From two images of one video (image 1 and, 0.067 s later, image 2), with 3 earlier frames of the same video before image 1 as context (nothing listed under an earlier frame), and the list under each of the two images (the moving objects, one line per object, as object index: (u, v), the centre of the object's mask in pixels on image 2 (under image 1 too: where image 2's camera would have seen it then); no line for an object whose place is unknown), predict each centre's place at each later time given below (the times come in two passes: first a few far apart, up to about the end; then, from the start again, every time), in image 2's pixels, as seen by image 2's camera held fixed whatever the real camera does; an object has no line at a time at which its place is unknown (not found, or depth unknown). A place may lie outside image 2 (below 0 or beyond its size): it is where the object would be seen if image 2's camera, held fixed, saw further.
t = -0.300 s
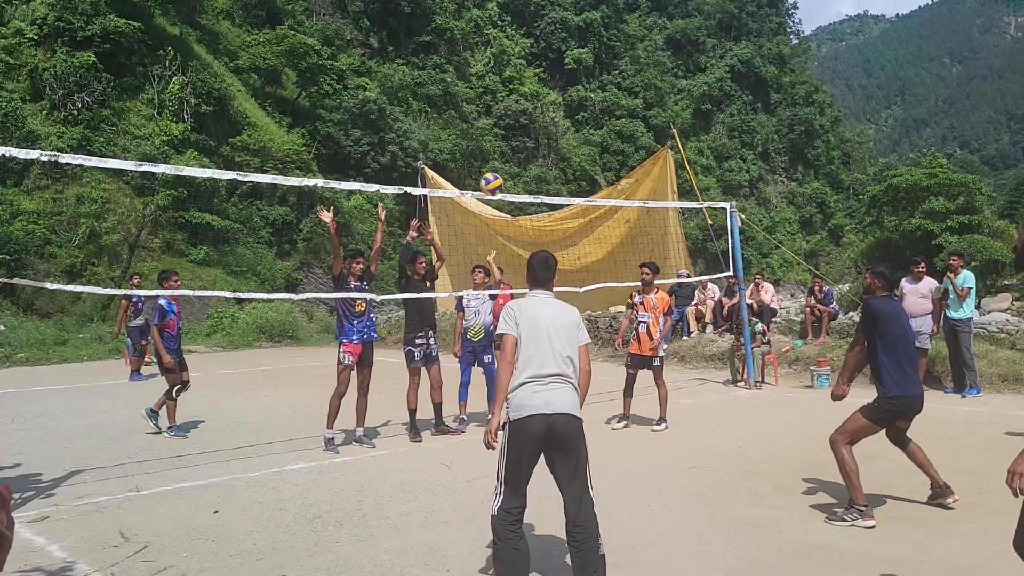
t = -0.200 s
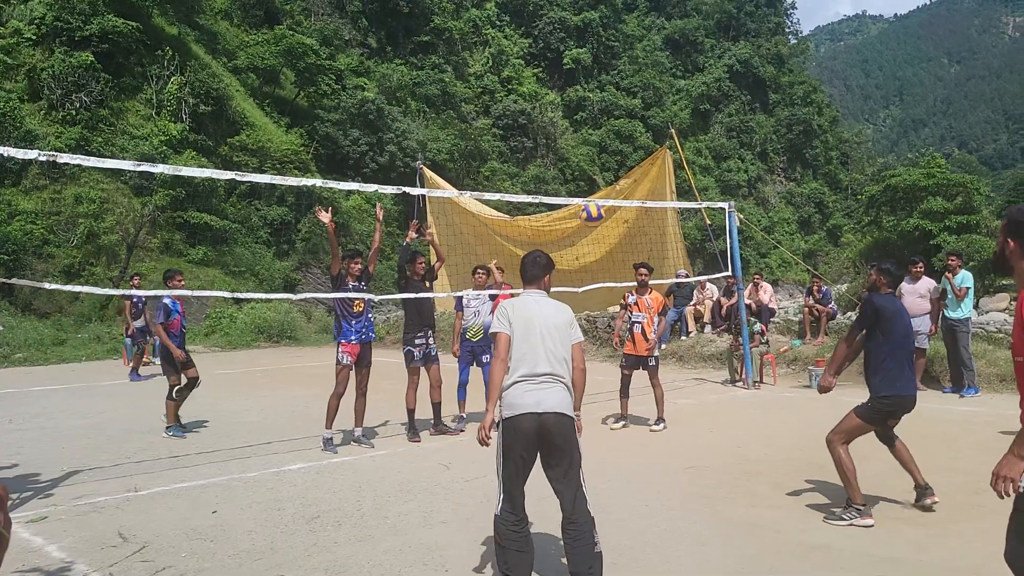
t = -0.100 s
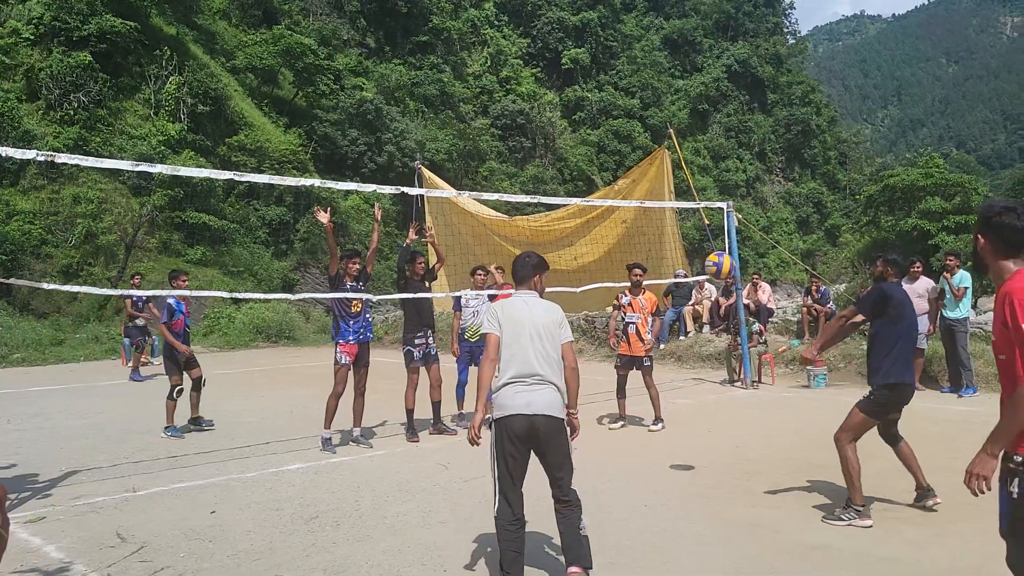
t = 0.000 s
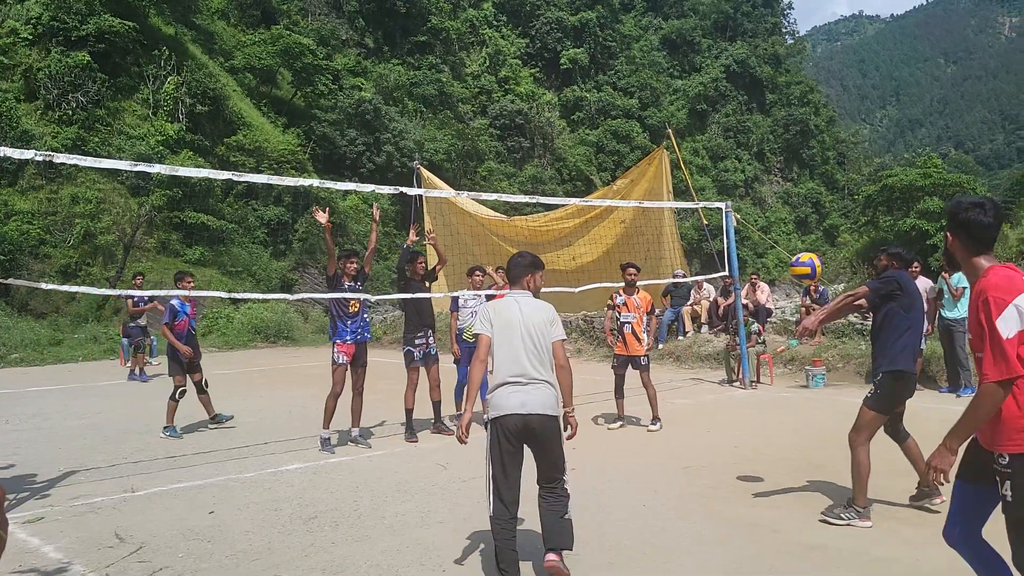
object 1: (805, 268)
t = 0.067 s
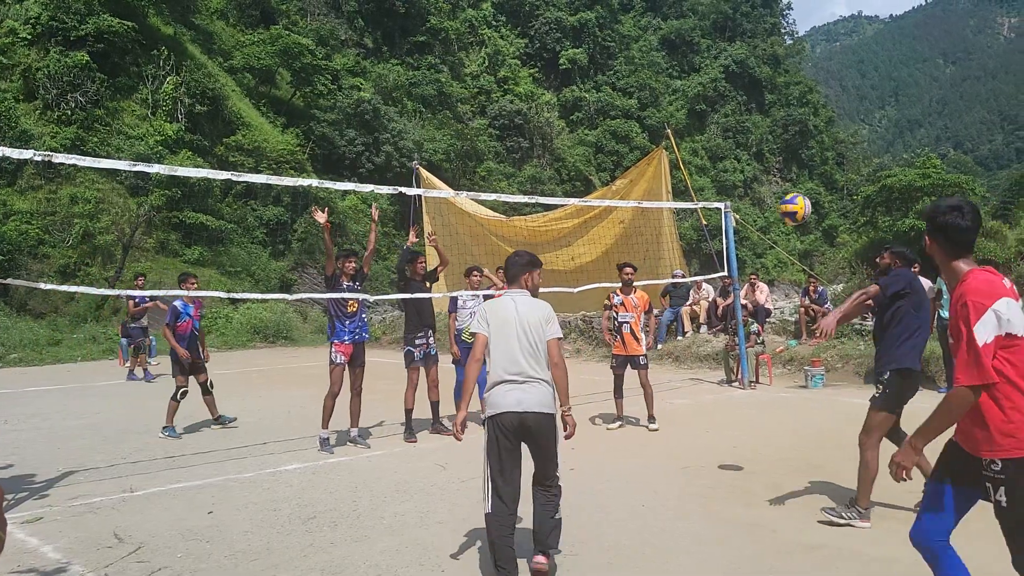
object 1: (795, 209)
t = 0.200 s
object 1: (776, 117)
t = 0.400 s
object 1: (756, 37)
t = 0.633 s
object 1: (740, 18)
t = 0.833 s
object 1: (730, 52)
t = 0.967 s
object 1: (723, 96)
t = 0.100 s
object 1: (789, 182)
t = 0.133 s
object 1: (784, 159)
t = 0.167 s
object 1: (779, 137)
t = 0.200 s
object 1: (776, 117)
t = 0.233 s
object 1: (772, 99)
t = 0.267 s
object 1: (769, 83)
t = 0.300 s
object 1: (766, 69)
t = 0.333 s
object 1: (761, 57)
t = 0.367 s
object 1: (758, 46)
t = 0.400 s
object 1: (756, 37)
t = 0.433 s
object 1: (754, 30)
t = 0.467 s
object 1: (751, 25)
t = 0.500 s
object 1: (747, 21)
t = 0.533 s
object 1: (745, 18)
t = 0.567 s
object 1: (743, 17)
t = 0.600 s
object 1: (742, 17)
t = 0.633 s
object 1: (740, 18)
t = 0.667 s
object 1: (738, 21)
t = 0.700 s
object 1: (734, 25)
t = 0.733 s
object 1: (734, 29)
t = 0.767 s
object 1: (732, 35)
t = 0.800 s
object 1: (731, 43)
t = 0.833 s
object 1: (730, 52)
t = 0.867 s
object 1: (728, 62)
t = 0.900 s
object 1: (726, 72)
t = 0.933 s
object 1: (725, 84)
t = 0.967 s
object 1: (723, 96)
